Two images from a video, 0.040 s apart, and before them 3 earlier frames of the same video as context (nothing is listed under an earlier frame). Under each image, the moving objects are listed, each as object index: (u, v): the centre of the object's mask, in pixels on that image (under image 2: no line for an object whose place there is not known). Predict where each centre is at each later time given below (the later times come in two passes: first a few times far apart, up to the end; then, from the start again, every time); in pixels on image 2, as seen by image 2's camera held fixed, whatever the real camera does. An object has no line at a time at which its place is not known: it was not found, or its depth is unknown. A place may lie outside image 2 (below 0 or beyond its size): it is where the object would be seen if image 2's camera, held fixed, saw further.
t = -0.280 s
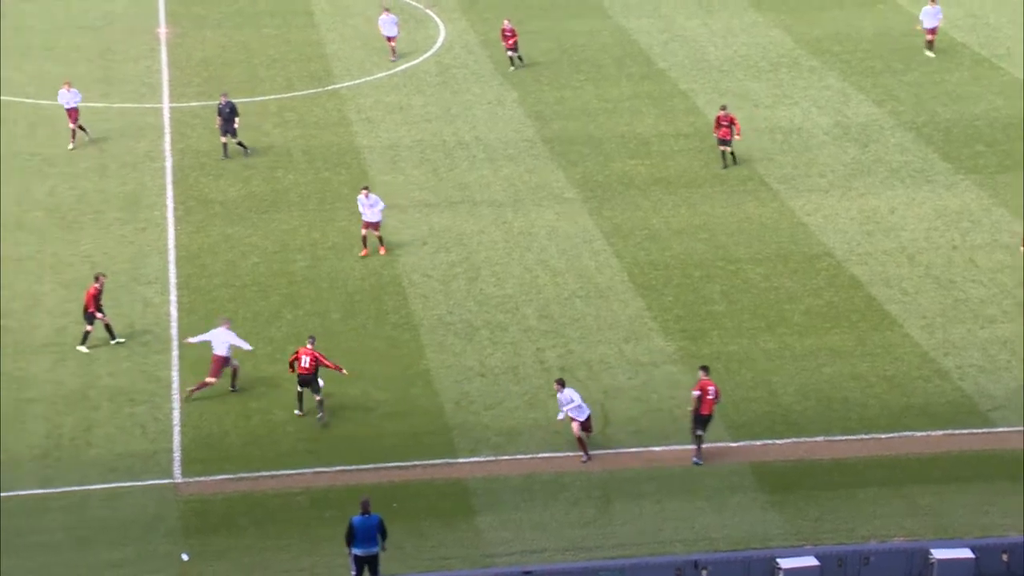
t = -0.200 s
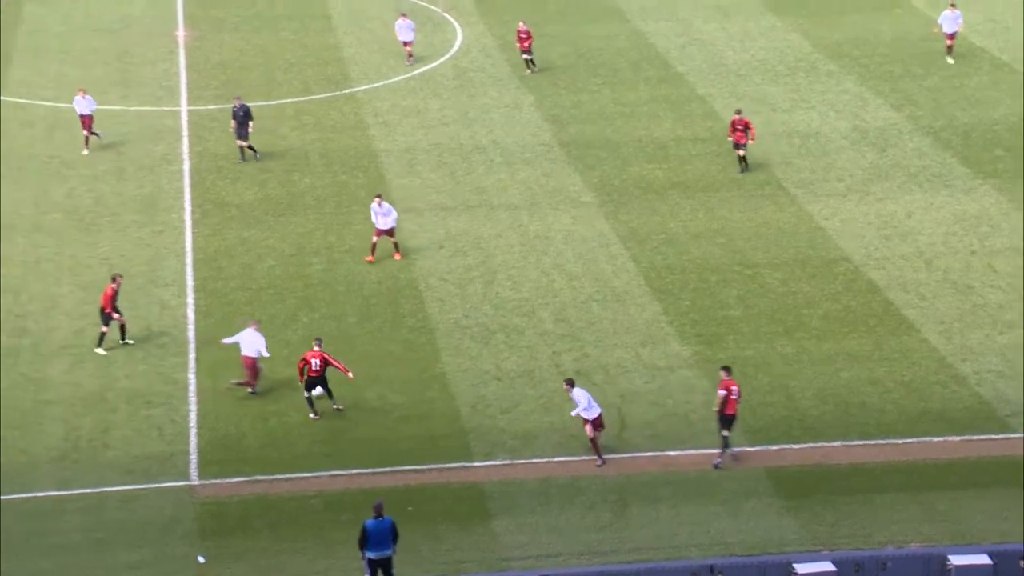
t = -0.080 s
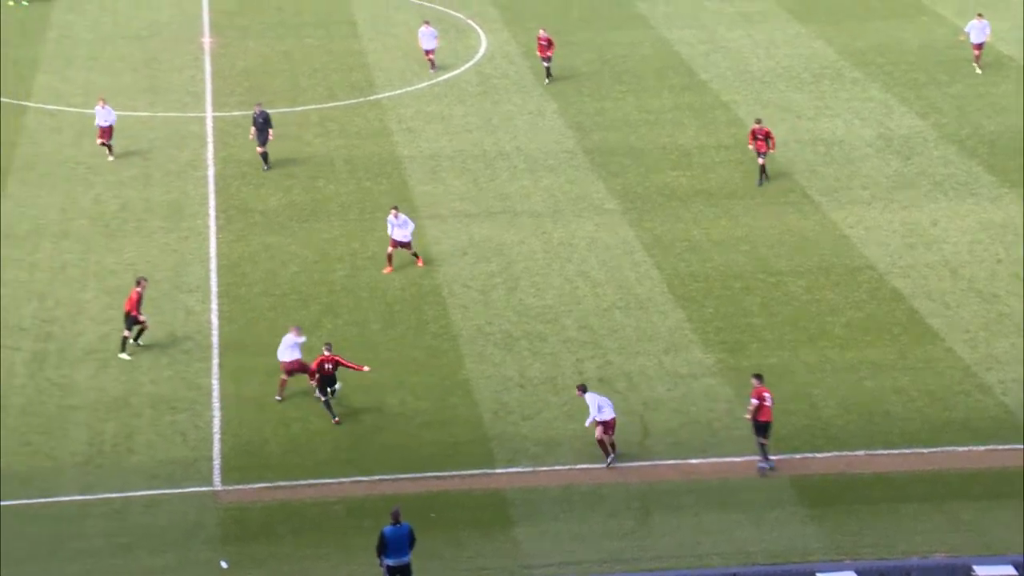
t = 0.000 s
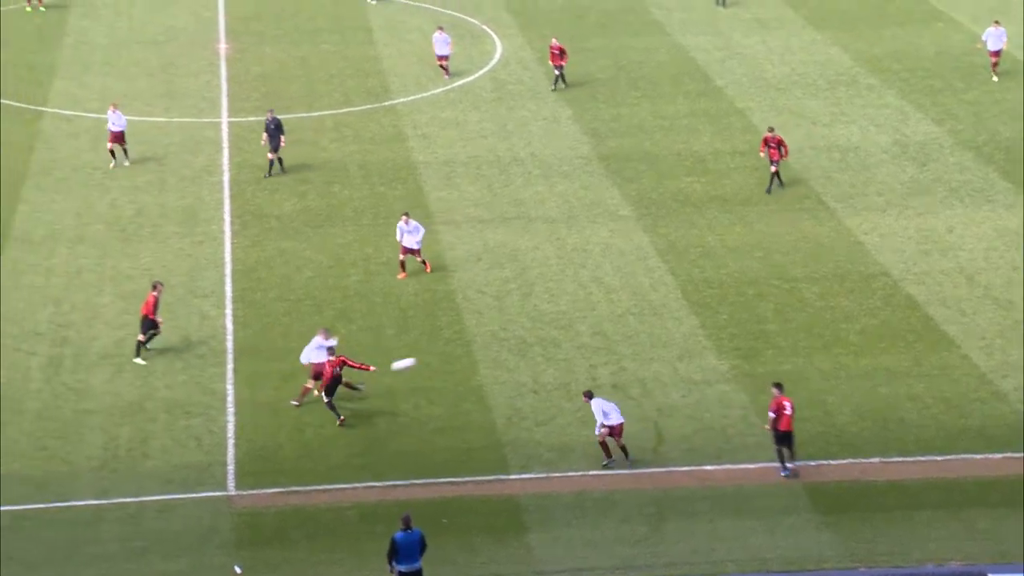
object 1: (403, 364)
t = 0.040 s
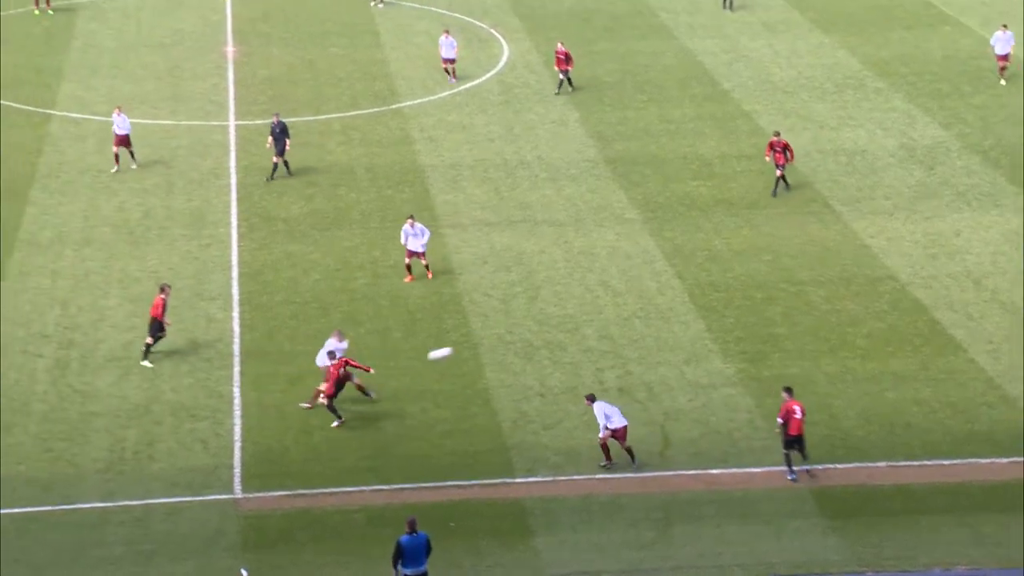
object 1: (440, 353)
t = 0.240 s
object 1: (583, 297)
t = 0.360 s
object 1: (664, 273)
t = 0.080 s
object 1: (469, 340)
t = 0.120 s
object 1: (499, 329)
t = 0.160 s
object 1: (527, 317)
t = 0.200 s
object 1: (555, 307)
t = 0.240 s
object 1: (583, 297)
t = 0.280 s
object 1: (610, 289)
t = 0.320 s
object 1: (637, 280)
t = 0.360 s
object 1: (664, 273)
